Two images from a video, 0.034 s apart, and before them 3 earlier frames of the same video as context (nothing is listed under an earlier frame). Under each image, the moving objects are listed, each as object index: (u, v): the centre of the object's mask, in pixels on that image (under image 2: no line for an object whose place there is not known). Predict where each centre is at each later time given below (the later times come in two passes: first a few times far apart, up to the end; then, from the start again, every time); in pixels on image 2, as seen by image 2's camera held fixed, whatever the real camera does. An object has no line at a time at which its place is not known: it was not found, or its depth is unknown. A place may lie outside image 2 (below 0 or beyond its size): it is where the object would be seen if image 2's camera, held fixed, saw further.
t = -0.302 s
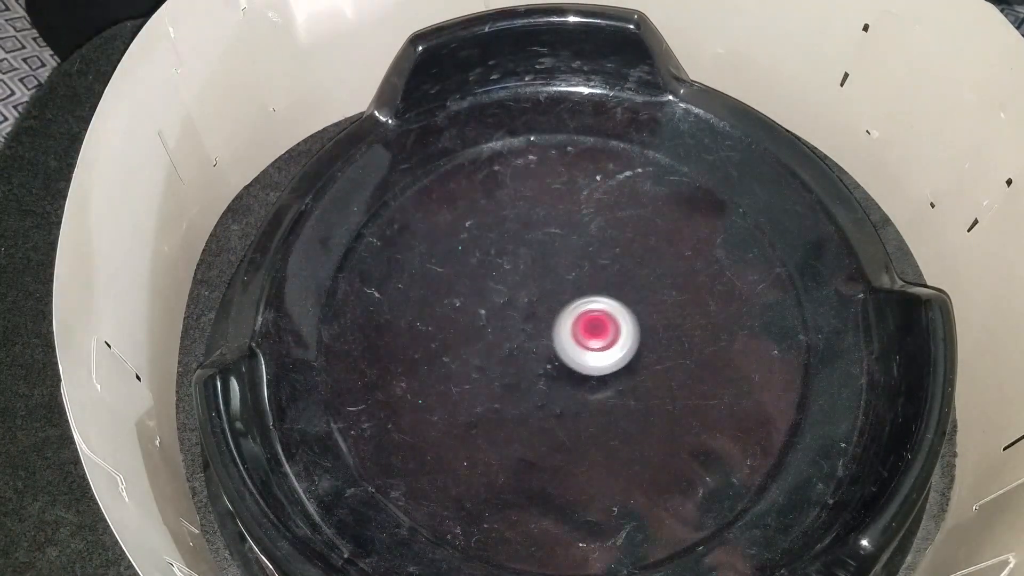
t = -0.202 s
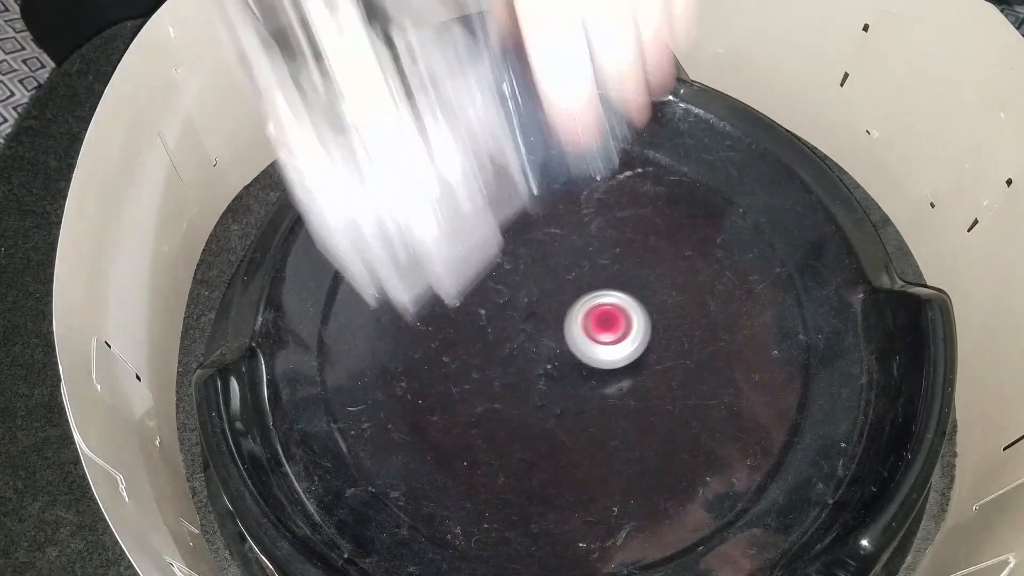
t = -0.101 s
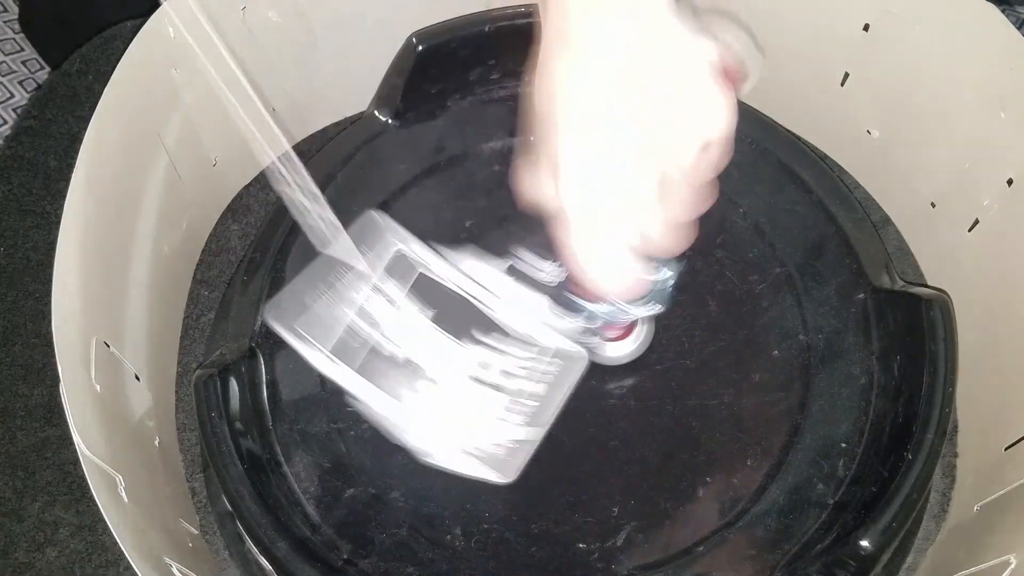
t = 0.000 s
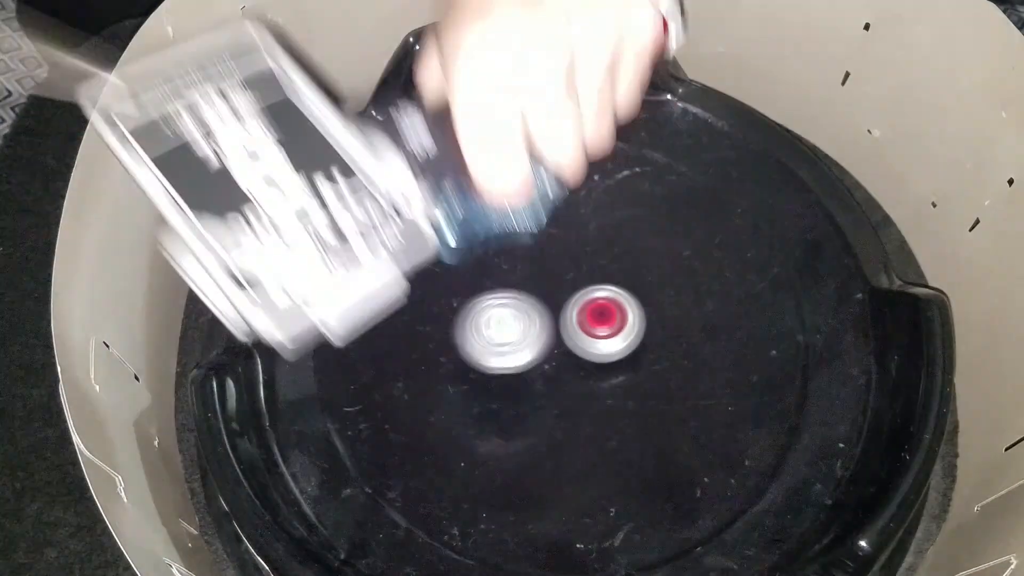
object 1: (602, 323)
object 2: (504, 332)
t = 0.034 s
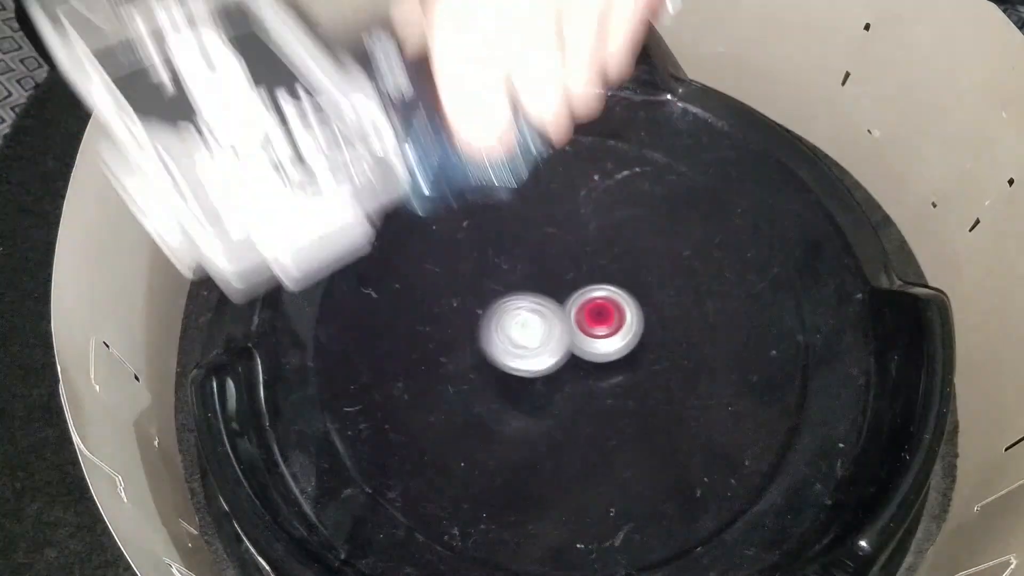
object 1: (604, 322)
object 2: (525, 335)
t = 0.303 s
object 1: (838, 195)
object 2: (336, 359)
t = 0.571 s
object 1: (681, 119)
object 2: (441, 501)
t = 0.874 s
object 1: (466, 278)
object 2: (569, 459)
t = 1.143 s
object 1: (451, 399)
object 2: (575, 368)
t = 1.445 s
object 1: (560, 450)
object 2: (525, 328)
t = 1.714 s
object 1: (629, 387)
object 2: (495, 317)
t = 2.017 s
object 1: (588, 292)
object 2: (494, 312)
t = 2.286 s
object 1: (646, 217)
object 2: (412, 353)
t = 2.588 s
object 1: (549, 196)
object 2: (500, 369)
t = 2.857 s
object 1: (492, 268)
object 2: (570, 346)
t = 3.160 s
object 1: (536, 376)
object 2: (602, 302)
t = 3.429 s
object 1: (624, 398)
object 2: (603, 286)
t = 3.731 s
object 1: (663, 355)
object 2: (596, 289)
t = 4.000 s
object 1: (725, 395)
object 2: (474, 249)
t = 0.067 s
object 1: (639, 310)
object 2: (508, 333)
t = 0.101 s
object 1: (698, 288)
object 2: (464, 332)
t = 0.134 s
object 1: (753, 279)
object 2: (433, 328)
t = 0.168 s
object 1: (803, 282)
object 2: (403, 332)
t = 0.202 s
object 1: (838, 267)
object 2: (376, 338)
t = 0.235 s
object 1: (844, 238)
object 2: (360, 341)
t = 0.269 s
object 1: (843, 213)
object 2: (345, 349)
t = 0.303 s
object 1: (838, 195)
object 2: (336, 359)
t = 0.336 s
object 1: (833, 169)
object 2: (333, 372)
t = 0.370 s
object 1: (820, 150)
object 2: (336, 385)
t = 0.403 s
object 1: (800, 134)
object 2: (344, 402)
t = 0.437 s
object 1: (775, 124)
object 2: (356, 421)
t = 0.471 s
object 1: (752, 113)
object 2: (374, 442)
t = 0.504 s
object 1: (731, 109)
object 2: (395, 464)
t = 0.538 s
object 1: (708, 110)
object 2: (418, 485)
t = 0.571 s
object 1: (681, 119)
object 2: (441, 501)
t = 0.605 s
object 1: (654, 136)
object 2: (463, 511)
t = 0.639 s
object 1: (625, 154)
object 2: (483, 515)
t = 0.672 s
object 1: (596, 173)
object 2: (500, 515)
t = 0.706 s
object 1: (568, 191)
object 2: (515, 511)
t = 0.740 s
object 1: (541, 209)
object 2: (528, 504)
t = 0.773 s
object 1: (517, 228)
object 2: (540, 496)
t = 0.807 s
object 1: (497, 245)
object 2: (551, 485)
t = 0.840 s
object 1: (479, 262)
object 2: (561, 473)
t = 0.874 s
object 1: (466, 278)
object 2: (569, 459)
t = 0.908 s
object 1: (455, 294)
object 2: (576, 445)
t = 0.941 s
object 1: (447, 310)
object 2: (581, 430)
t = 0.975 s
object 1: (443, 324)
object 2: (584, 418)
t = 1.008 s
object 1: (440, 340)
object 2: (586, 405)
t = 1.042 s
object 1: (440, 356)
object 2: (585, 393)
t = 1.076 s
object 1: (442, 371)
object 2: (583, 383)
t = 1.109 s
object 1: (446, 385)
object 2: (579, 374)
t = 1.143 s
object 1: (451, 399)
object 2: (575, 368)
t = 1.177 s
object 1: (458, 412)
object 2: (571, 362)
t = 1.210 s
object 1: (468, 423)
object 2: (566, 356)
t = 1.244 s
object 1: (480, 432)
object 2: (560, 350)
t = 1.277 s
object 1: (491, 439)
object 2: (554, 344)
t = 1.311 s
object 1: (504, 445)
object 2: (549, 339)
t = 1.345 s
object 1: (517, 450)
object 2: (543, 336)
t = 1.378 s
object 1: (532, 452)
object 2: (537, 333)
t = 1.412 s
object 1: (546, 452)
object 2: (531, 331)
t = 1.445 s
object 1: (560, 450)
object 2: (525, 328)
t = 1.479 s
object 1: (573, 446)
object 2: (521, 326)
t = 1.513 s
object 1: (585, 442)
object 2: (516, 324)
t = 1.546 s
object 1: (596, 435)
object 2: (511, 323)
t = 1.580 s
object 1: (606, 428)
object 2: (507, 321)
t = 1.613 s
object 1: (614, 419)
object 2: (503, 320)
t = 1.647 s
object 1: (621, 410)
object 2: (500, 319)
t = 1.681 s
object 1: (626, 399)
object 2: (497, 318)
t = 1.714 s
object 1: (629, 387)
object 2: (495, 317)
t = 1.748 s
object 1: (630, 374)
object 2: (494, 317)
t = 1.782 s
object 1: (629, 361)
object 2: (493, 317)
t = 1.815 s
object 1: (627, 349)
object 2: (492, 316)
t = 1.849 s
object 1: (625, 338)
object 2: (492, 316)
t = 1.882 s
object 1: (621, 328)
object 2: (492, 315)
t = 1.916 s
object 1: (614, 318)
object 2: (492, 314)
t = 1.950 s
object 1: (605, 308)
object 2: (493, 314)
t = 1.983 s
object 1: (596, 300)
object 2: (493, 313)
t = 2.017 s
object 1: (588, 292)
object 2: (494, 312)
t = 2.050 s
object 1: (579, 286)
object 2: (495, 312)
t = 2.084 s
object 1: (584, 277)
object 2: (483, 316)
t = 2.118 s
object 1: (610, 261)
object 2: (452, 324)
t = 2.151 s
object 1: (631, 248)
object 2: (428, 332)
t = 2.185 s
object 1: (645, 238)
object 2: (413, 338)
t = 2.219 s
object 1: (652, 230)
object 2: (406, 344)
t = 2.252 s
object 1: (652, 223)
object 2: (407, 349)
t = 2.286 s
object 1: (646, 217)
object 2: (412, 353)
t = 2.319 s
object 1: (637, 210)
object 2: (419, 356)
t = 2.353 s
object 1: (627, 204)
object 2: (426, 360)
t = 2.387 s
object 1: (616, 199)
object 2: (435, 363)
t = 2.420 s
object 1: (604, 195)
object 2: (444, 365)
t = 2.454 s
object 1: (593, 192)
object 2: (454, 366)
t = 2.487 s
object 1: (582, 191)
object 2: (465, 368)
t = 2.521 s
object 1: (570, 191)
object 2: (477, 369)
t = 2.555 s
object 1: (560, 193)
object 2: (488, 369)
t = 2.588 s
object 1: (549, 196)
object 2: (500, 369)
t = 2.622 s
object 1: (539, 201)
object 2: (510, 368)
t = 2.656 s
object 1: (530, 207)
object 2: (520, 366)
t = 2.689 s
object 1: (521, 215)
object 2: (528, 363)
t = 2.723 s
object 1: (513, 224)
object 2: (537, 360)
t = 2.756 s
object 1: (506, 234)
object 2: (545, 358)
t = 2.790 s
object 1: (500, 245)
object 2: (553, 355)
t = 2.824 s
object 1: (495, 256)
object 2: (562, 351)
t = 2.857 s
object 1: (492, 268)
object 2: (570, 346)
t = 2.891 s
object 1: (490, 281)
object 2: (576, 340)
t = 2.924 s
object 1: (490, 294)
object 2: (582, 336)
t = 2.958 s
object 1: (492, 306)
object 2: (586, 331)
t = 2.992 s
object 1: (495, 318)
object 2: (591, 326)
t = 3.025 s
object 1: (499, 331)
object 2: (595, 320)
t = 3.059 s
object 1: (505, 344)
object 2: (598, 315)
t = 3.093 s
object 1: (515, 356)
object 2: (600, 310)
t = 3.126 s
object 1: (525, 367)
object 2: (601, 306)
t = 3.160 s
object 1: (536, 376)
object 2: (602, 302)
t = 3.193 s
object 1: (549, 384)
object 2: (602, 299)
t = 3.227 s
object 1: (561, 390)
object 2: (603, 296)
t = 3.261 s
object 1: (572, 395)
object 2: (603, 293)
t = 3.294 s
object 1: (585, 398)
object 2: (603, 291)
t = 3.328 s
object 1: (596, 400)
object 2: (603, 289)
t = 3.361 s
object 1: (607, 401)
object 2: (603, 287)
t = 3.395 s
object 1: (616, 400)
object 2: (603, 286)
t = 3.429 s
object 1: (624, 398)
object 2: (603, 286)
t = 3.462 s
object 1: (632, 395)
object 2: (602, 285)
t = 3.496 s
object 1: (639, 391)
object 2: (602, 284)
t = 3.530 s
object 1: (645, 386)
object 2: (601, 284)
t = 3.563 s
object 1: (650, 381)
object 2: (601, 284)
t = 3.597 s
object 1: (654, 377)
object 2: (600, 284)
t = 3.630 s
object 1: (658, 371)
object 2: (599, 285)
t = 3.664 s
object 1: (661, 366)
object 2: (598, 286)
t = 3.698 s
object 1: (662, 361)
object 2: (597, 288)
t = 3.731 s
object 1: (663, 355)
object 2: (596, 289)
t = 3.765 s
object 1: (662, 349)
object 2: (594, 291)
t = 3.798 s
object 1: (671, 355)
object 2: (584, 285)
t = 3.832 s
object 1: (695, 374)
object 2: (559, 265)
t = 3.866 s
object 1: (712, 389)
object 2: (535, 250)
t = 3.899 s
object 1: (721, 398)
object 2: (515, 239)
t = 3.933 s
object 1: (725, 401)
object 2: (497, 236)
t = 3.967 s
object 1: (725, 400)
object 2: (484, 240)
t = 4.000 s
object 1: (725, 395)
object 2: (474, 249)
